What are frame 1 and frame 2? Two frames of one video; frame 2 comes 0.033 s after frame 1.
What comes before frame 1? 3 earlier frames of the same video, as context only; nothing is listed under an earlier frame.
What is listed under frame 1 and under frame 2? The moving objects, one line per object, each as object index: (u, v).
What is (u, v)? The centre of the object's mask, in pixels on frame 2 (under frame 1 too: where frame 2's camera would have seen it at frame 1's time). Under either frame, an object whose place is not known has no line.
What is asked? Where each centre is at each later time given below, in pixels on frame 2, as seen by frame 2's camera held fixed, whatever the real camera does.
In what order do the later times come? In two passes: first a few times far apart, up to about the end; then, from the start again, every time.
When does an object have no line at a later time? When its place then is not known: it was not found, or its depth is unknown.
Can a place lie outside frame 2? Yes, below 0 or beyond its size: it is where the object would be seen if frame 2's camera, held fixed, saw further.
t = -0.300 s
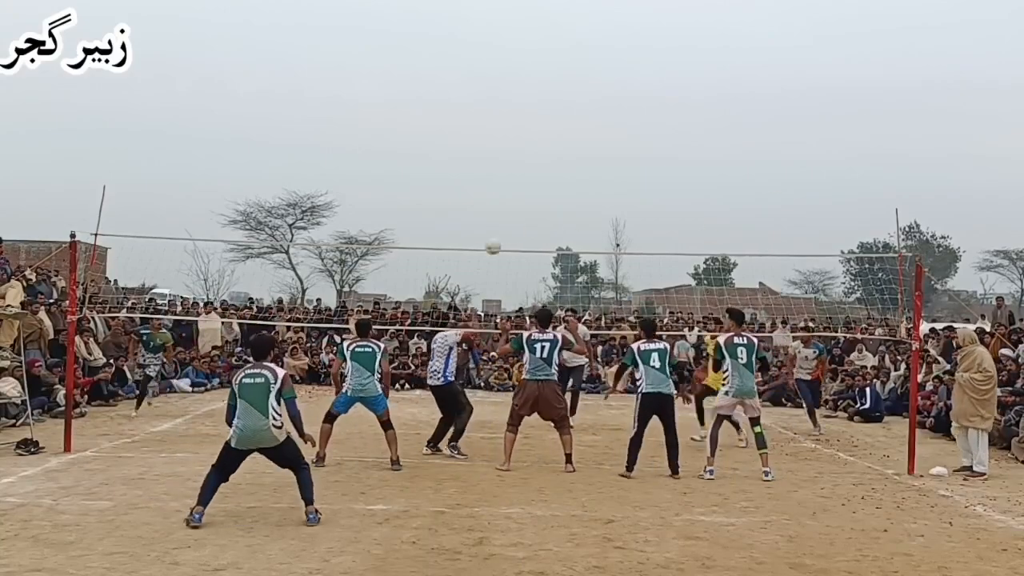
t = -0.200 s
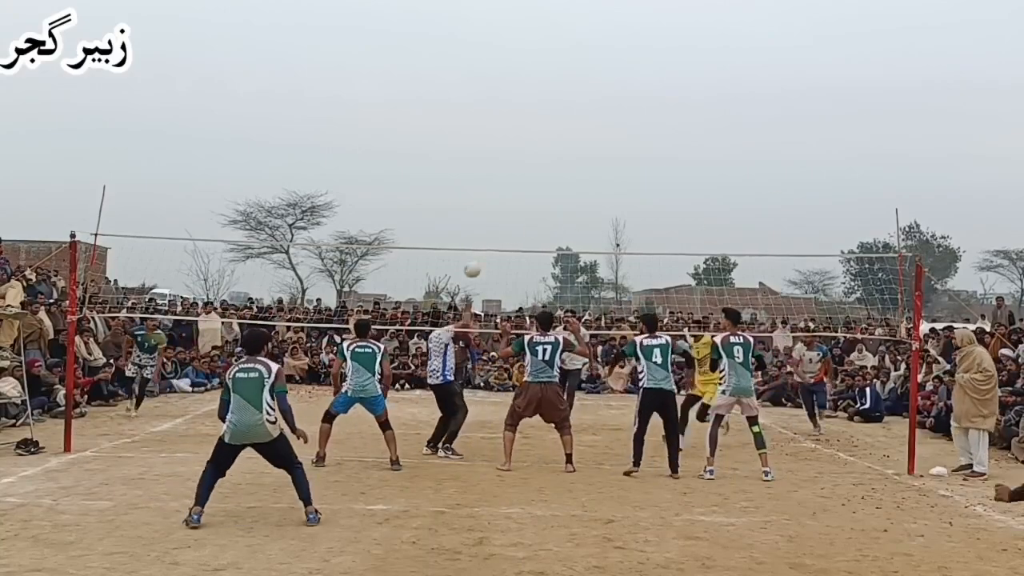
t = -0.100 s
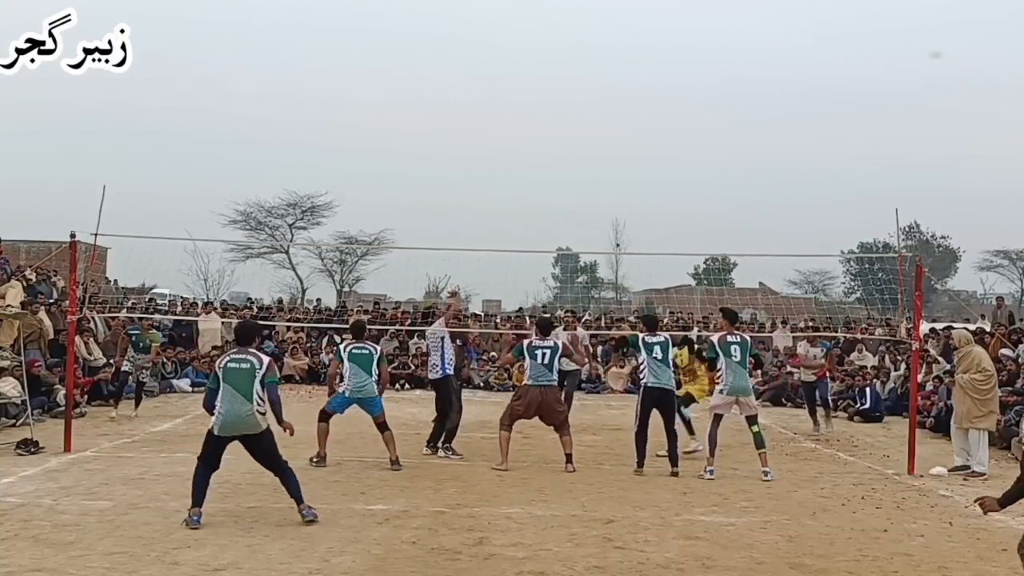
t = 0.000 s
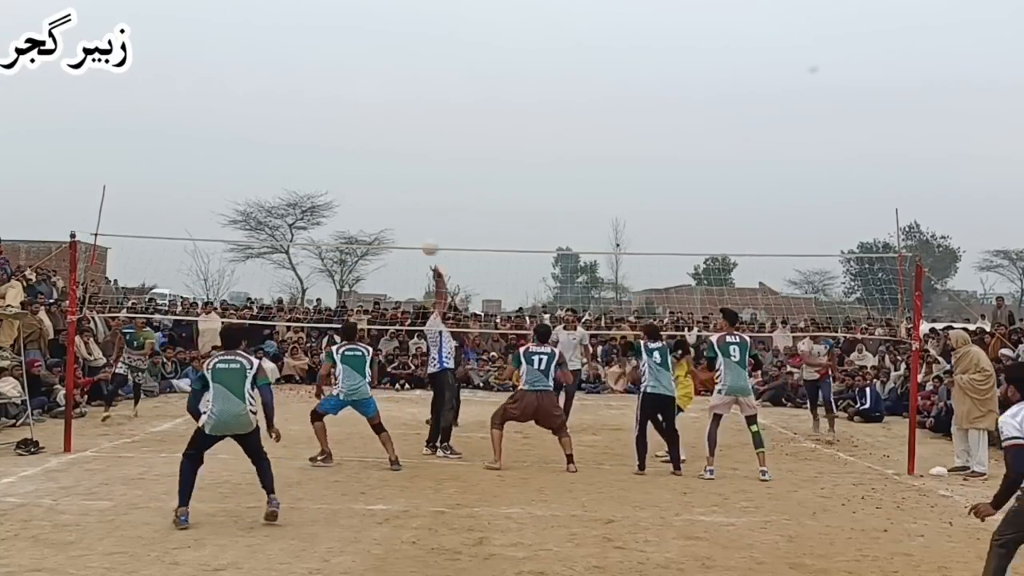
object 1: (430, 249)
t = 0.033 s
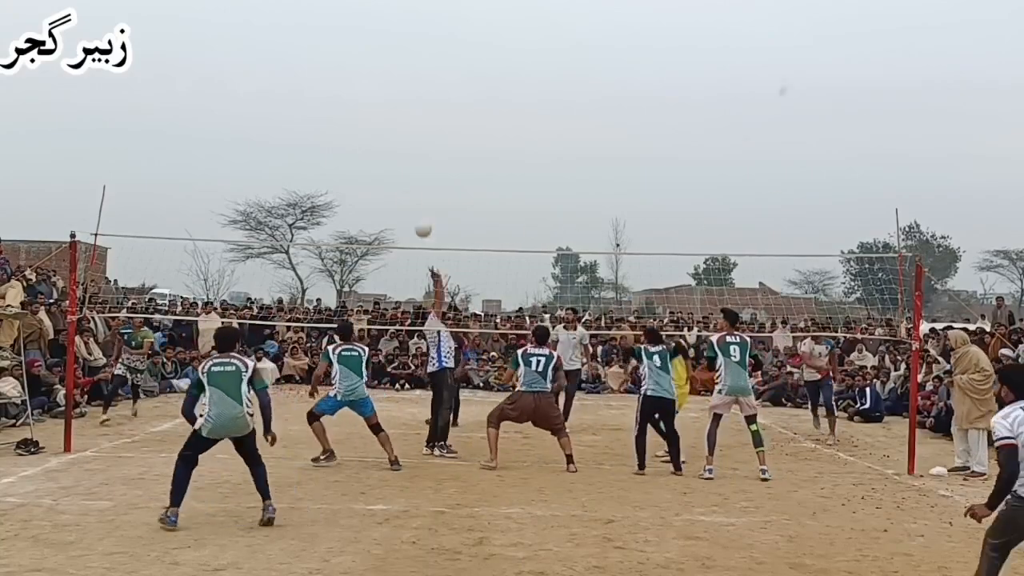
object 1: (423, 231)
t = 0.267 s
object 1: (373, 131)
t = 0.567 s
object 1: (312, 72)
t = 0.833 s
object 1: (259, 80)
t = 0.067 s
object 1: (416, 214)
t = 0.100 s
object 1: (408, 197)
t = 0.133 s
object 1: (401, 182)
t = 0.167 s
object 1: (394, 168)
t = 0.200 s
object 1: (387, 155)
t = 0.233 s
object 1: (380, 142)
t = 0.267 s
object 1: (373, 131)
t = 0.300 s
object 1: (366, 121)
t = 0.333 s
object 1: (359, 111)
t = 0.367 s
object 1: (353, 103)
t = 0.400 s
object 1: (346, 96)
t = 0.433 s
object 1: (339, 89)
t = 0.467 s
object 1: (333, 84)
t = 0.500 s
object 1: (326, 79)
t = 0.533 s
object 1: (319, 75)
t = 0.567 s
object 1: (312, 72)
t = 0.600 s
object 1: (306, 70)
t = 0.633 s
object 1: (299, 69)
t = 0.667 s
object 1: (292, 69)
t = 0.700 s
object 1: (286, 69)
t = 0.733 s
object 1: (279, 71)
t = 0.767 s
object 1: (272, 73)
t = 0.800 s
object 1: (266, 76)
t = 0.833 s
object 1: (259, 80)
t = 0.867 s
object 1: (253, 85)
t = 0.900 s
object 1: (246, 92)
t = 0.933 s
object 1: (239, 98)
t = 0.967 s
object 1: (233, 106)
